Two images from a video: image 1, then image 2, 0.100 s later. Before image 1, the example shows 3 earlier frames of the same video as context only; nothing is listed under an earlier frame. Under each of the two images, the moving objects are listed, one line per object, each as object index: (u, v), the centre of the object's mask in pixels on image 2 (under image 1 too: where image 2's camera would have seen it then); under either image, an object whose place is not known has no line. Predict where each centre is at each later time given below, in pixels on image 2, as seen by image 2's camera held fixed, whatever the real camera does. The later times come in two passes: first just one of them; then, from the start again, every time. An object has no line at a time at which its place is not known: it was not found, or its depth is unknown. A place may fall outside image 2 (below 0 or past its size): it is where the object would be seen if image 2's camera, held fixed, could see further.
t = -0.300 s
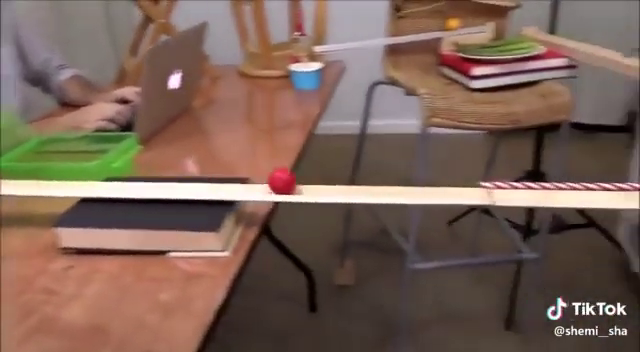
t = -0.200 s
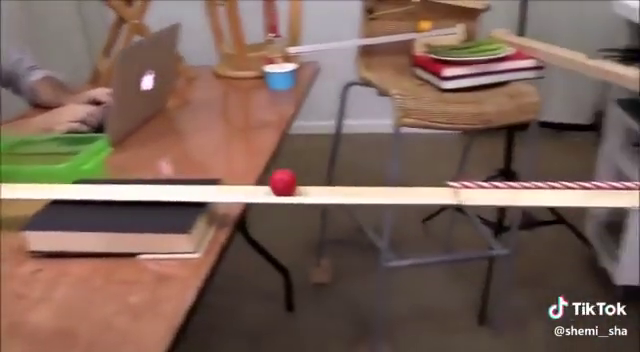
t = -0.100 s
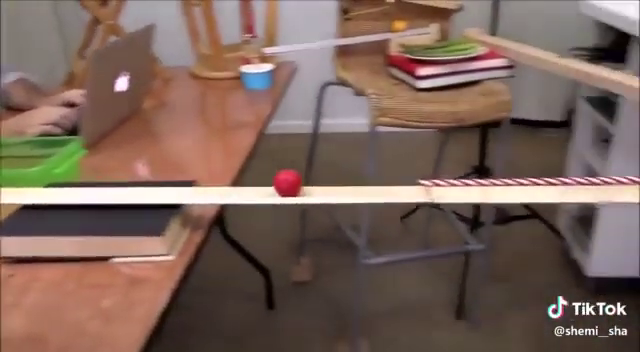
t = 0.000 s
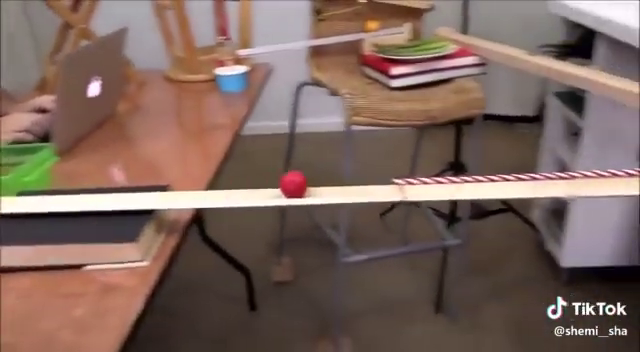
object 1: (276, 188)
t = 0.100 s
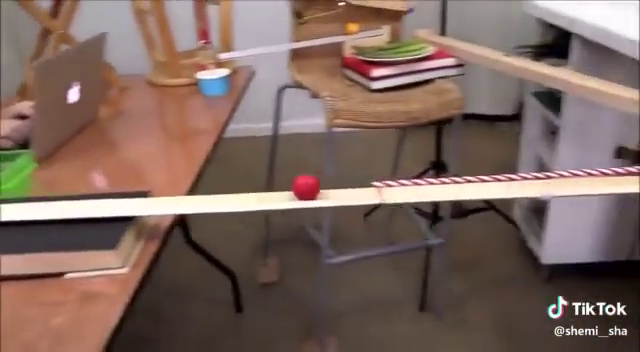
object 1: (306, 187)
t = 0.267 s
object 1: (356, 186)
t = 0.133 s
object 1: (315, 187)
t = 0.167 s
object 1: (326, 187)
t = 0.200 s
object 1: (336, 186)
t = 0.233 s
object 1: (346, 186)
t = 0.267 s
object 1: (356, 186)
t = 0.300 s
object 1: (367, 187)
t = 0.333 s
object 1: (378, 186)
